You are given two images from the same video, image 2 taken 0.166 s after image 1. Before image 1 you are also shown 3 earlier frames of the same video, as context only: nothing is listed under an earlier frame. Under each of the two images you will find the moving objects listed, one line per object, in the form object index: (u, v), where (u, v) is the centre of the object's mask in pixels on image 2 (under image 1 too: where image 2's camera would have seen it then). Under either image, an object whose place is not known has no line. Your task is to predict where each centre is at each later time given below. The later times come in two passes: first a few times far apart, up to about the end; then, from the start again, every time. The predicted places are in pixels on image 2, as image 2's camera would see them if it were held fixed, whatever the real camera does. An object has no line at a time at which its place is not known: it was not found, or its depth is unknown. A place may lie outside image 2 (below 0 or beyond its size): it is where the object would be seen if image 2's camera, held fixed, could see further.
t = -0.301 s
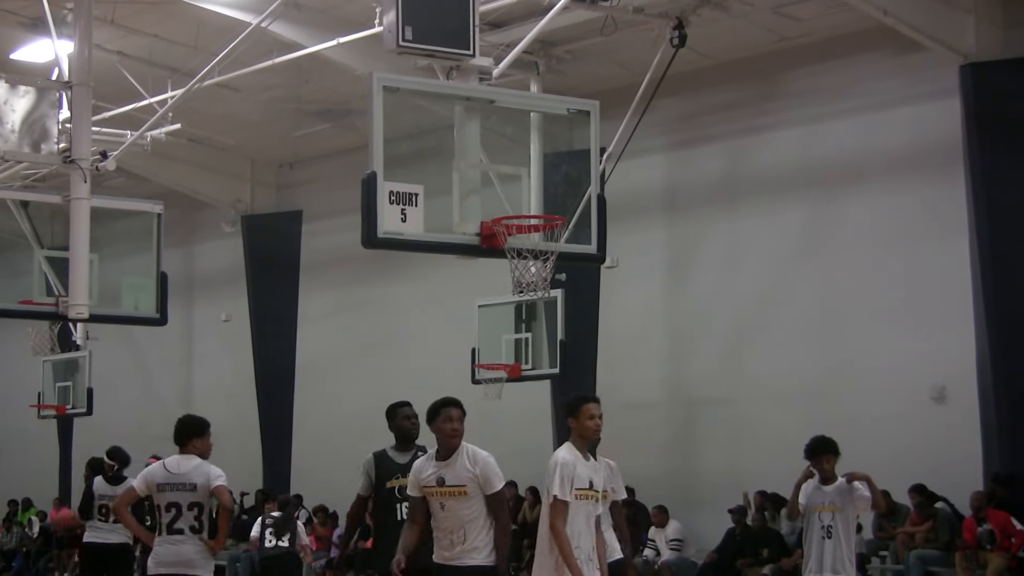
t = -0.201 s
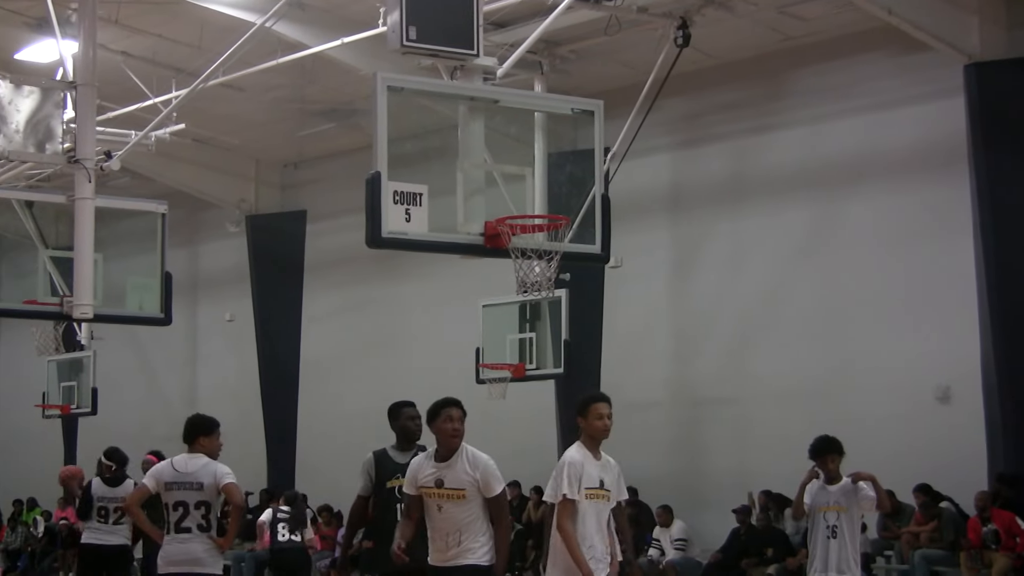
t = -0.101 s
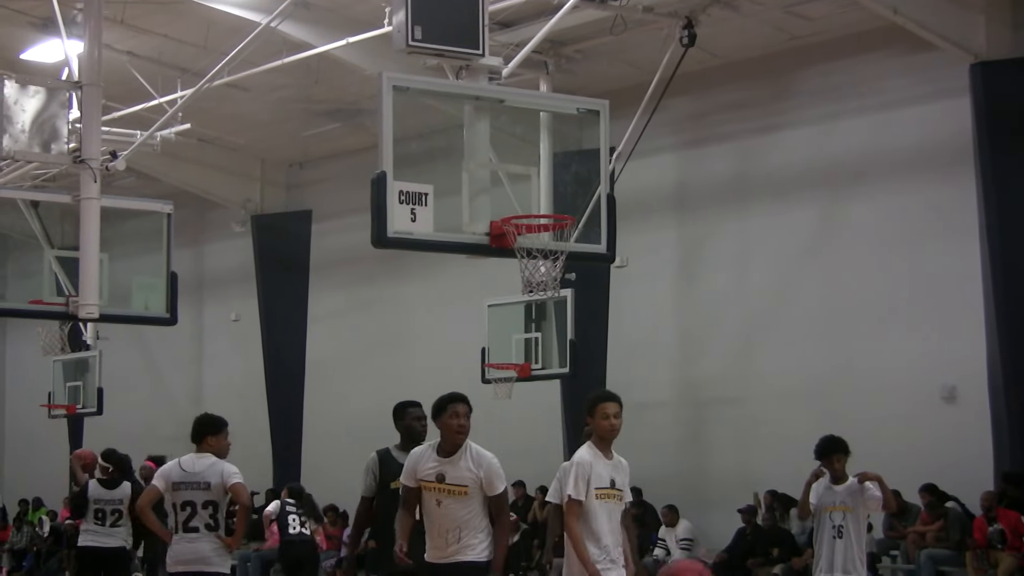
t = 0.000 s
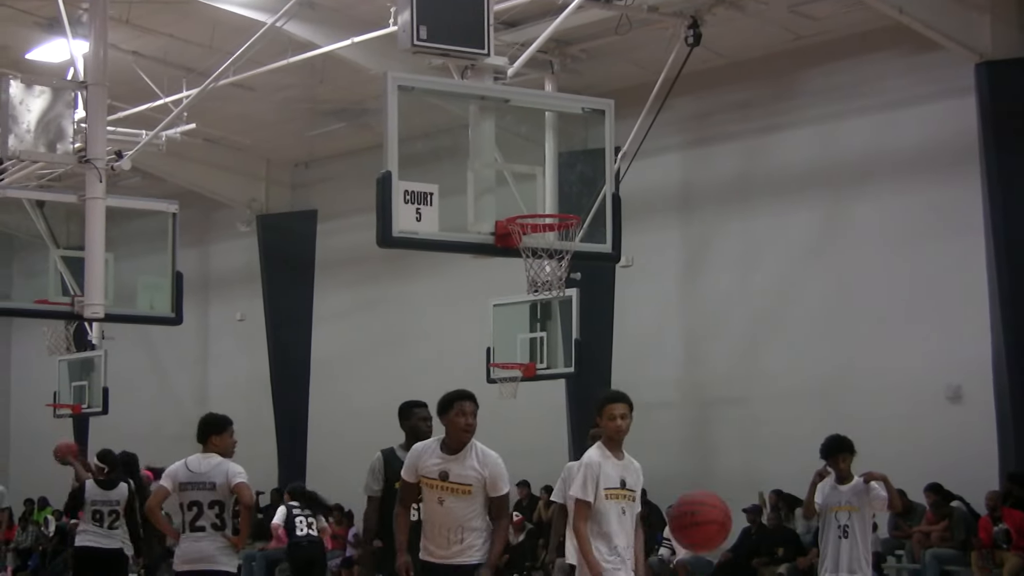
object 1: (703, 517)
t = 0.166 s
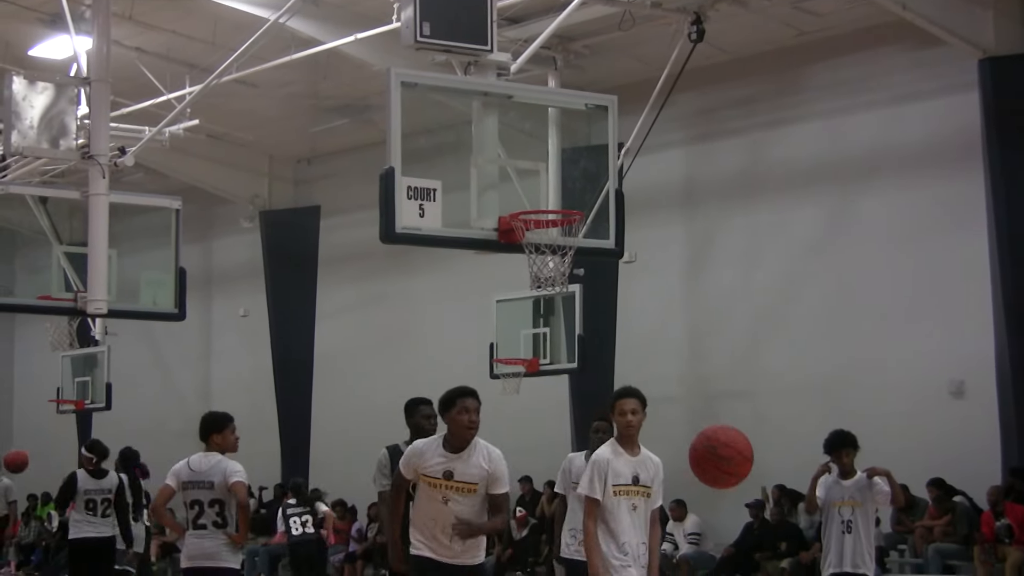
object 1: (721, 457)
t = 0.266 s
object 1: (733, 454)
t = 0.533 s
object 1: (770, 584)
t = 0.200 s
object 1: (725, 453)
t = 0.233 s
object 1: (729, 452)
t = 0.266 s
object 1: (733, 454)
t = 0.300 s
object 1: (737, 459)
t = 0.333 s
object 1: (742, 467)
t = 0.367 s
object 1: (746, 478)
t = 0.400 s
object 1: (751, 493)
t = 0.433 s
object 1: (756, 510)
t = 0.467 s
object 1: (760, 532)
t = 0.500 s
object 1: (765, 556)
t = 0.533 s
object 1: (770, 584)
